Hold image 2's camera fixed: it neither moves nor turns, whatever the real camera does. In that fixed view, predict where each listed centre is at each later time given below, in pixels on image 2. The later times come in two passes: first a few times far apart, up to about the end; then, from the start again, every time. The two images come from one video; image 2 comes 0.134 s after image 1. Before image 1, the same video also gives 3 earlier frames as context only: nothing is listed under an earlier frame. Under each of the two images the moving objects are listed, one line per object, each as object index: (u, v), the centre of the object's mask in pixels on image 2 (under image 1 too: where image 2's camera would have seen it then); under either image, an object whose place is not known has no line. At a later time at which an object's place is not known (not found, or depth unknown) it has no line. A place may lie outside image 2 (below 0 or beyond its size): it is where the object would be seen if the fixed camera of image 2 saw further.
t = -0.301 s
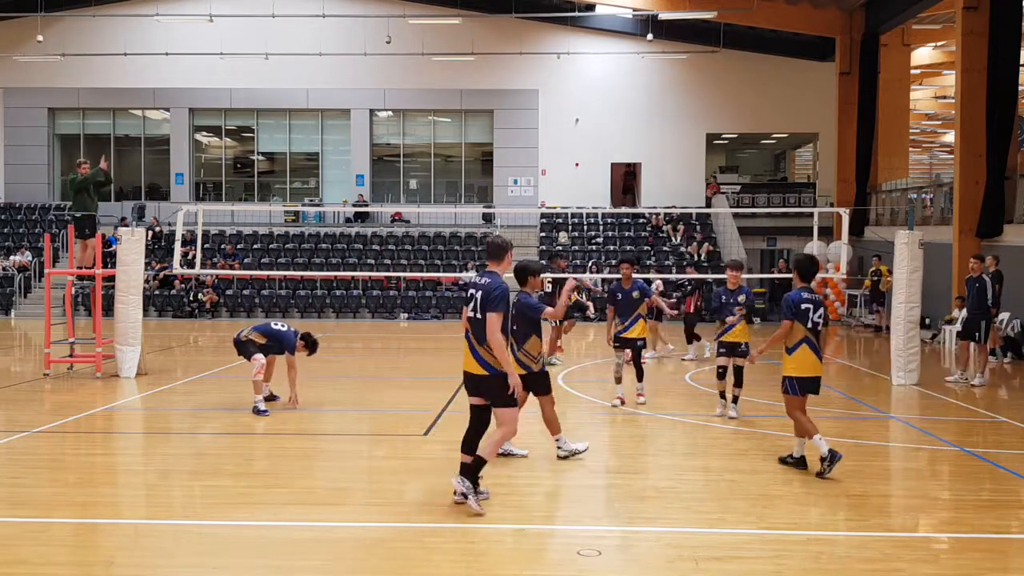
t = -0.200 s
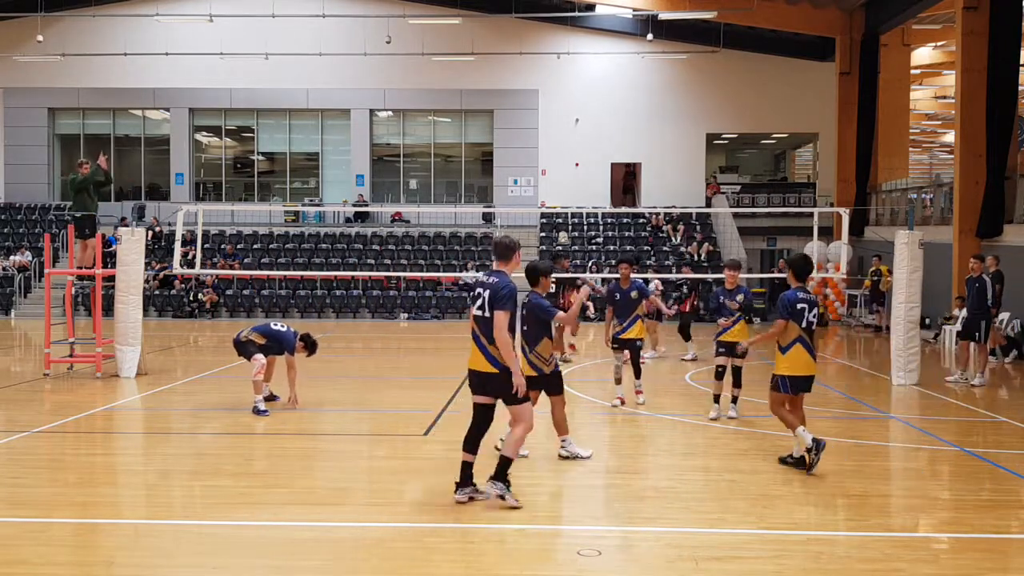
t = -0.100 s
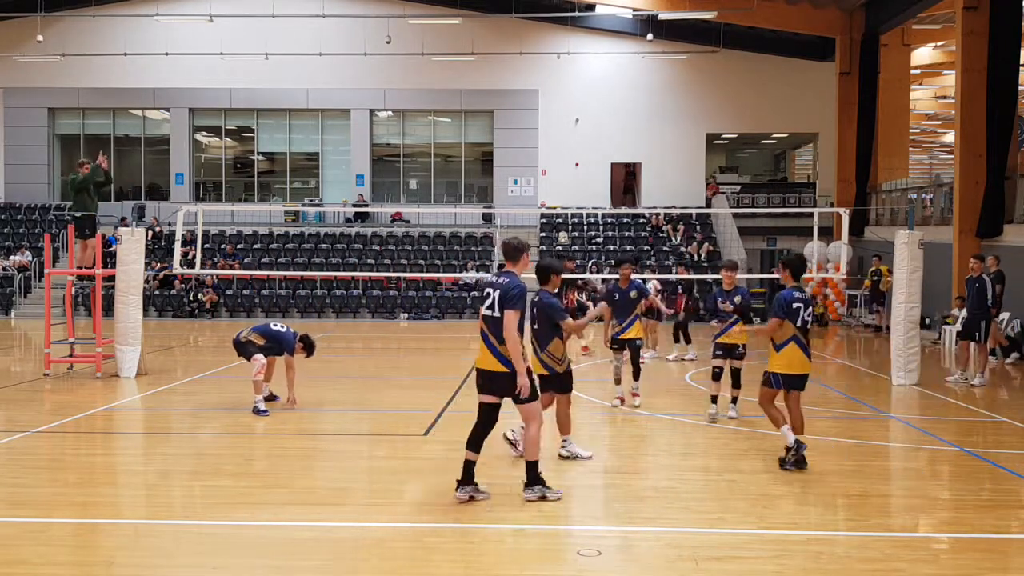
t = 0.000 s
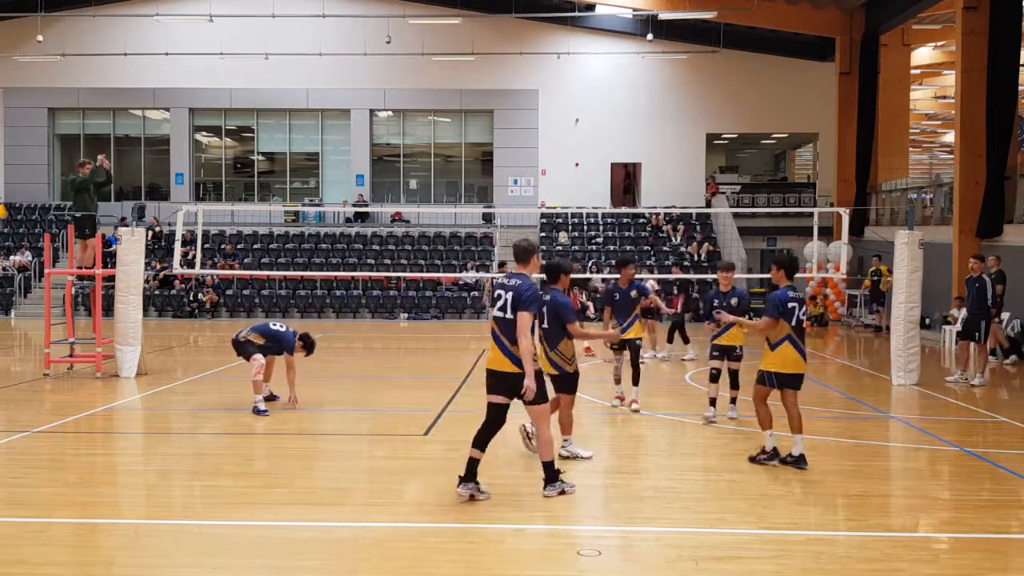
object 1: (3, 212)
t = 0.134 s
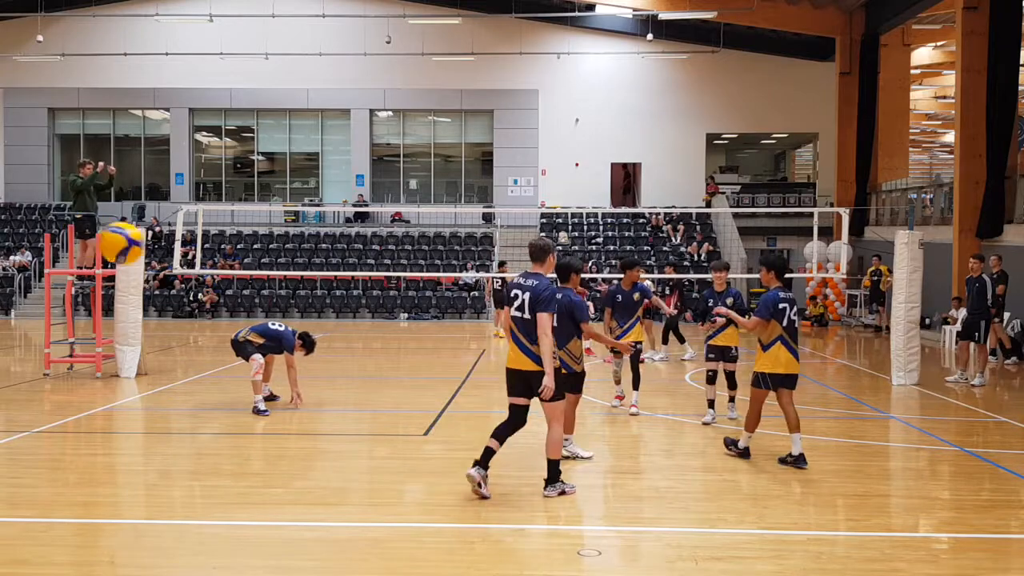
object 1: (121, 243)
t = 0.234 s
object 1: (217, 285)
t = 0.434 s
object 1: (377, 408)
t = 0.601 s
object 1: (486, 518)
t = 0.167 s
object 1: (154, 256)
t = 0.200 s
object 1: (186, 269)
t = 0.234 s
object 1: (217, 285)
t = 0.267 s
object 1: (246, 301)
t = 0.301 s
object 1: (274, 320)
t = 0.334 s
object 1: (301, 340)
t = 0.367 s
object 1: (327, 362)
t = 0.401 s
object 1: (352, 385)
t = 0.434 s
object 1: (377, 408)
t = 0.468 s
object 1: (401, 434)
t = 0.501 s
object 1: (423, 461)
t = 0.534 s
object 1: (444, 490)
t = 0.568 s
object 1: (465, 520)
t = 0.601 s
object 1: (486, 518)
